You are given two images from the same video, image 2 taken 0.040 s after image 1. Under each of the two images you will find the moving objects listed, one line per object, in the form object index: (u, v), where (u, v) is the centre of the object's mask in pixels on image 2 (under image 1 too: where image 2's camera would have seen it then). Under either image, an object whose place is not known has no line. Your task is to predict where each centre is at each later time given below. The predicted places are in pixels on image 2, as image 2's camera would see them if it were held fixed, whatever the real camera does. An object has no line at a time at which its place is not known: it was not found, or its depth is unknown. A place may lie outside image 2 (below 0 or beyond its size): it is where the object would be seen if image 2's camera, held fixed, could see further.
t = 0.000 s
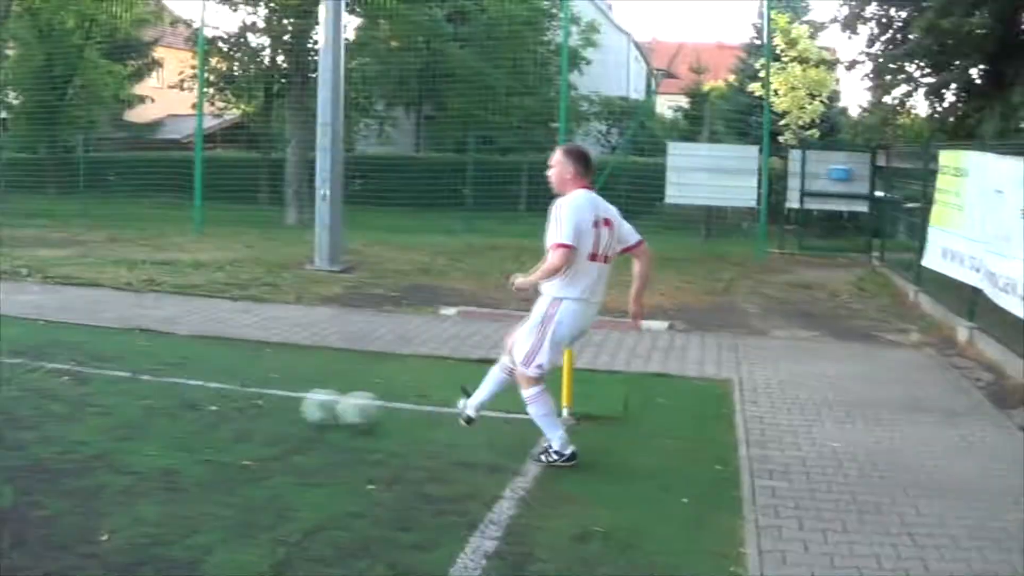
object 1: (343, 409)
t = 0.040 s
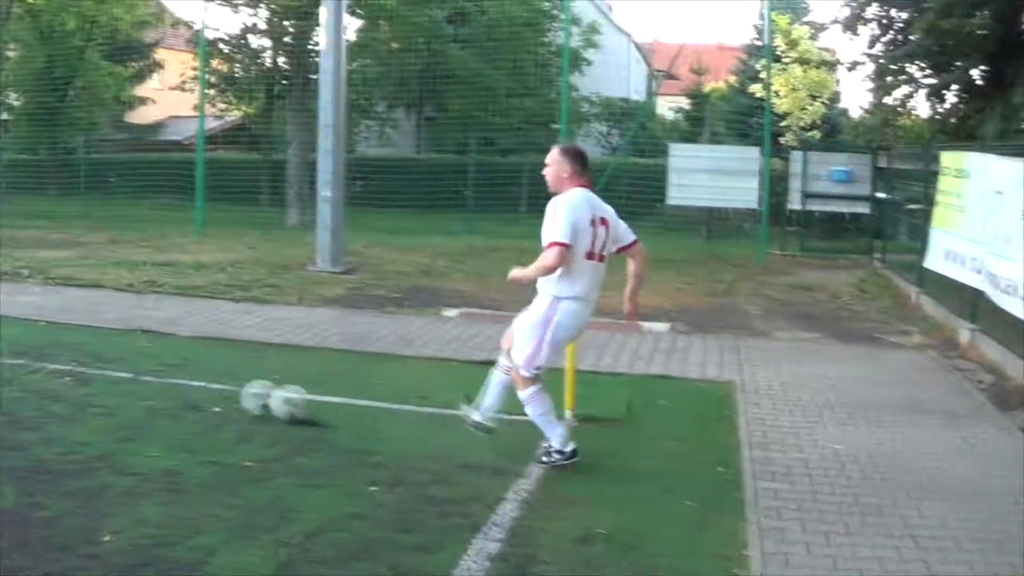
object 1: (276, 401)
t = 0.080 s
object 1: (213, 390)
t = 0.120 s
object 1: (156, 381)
